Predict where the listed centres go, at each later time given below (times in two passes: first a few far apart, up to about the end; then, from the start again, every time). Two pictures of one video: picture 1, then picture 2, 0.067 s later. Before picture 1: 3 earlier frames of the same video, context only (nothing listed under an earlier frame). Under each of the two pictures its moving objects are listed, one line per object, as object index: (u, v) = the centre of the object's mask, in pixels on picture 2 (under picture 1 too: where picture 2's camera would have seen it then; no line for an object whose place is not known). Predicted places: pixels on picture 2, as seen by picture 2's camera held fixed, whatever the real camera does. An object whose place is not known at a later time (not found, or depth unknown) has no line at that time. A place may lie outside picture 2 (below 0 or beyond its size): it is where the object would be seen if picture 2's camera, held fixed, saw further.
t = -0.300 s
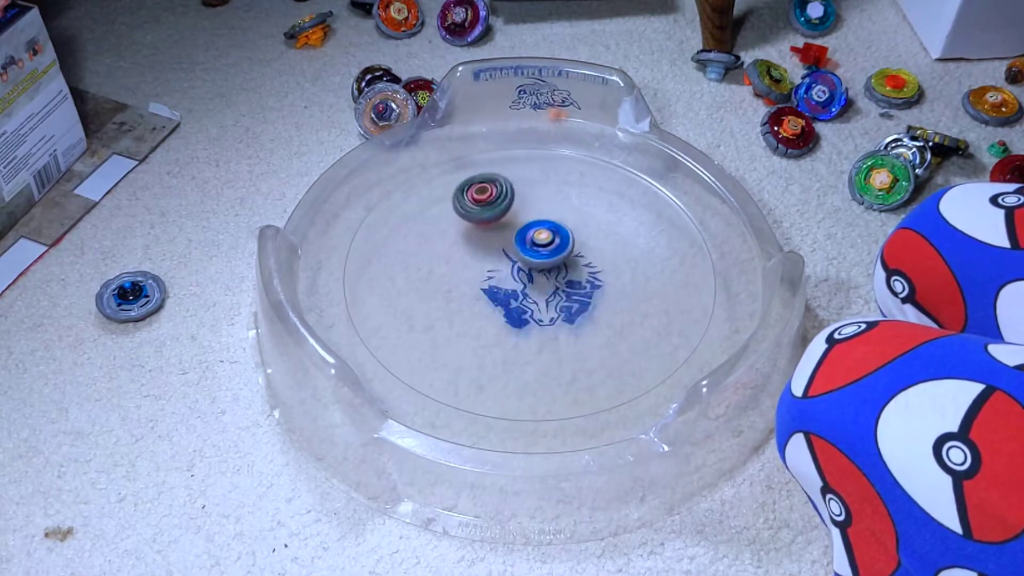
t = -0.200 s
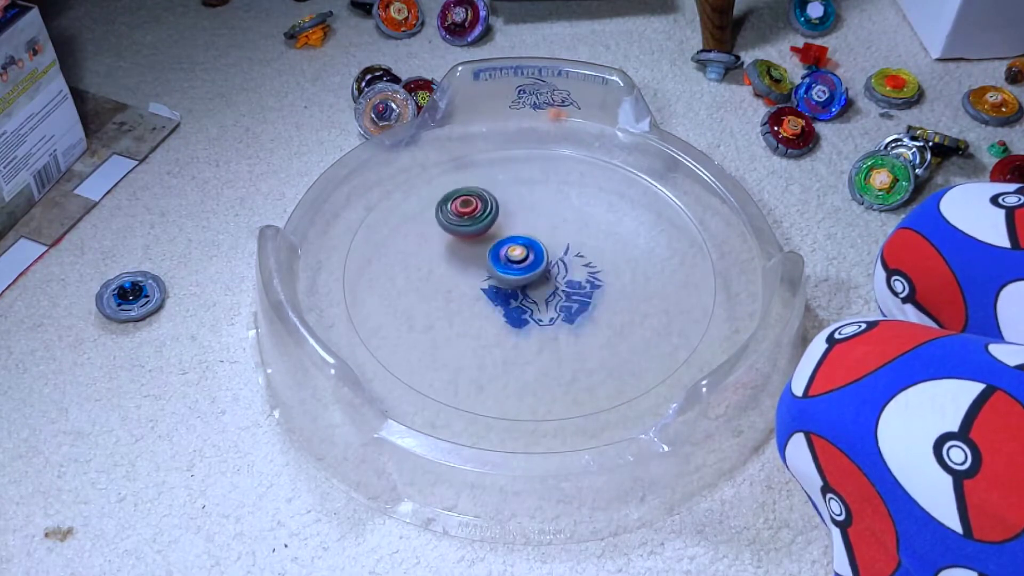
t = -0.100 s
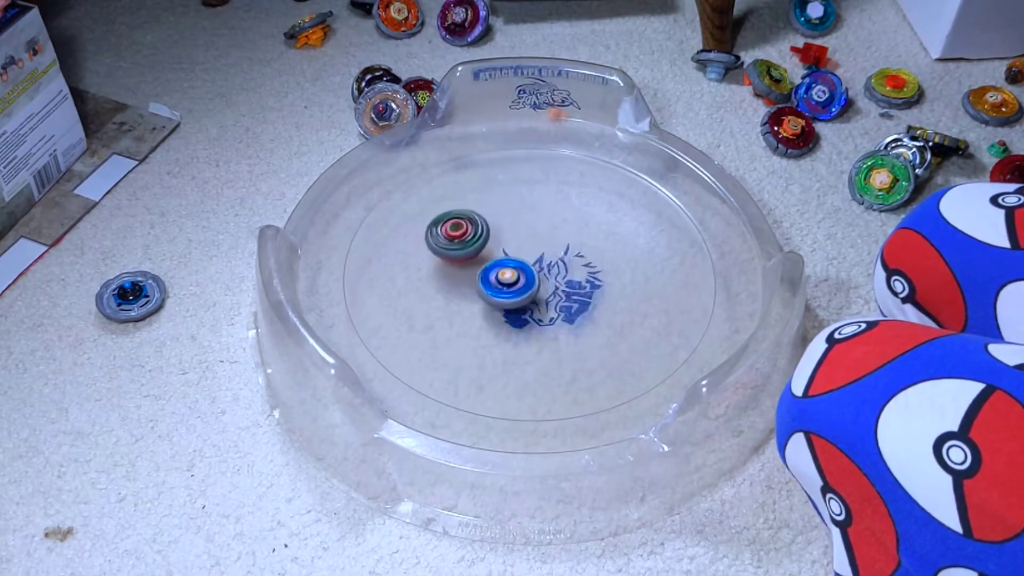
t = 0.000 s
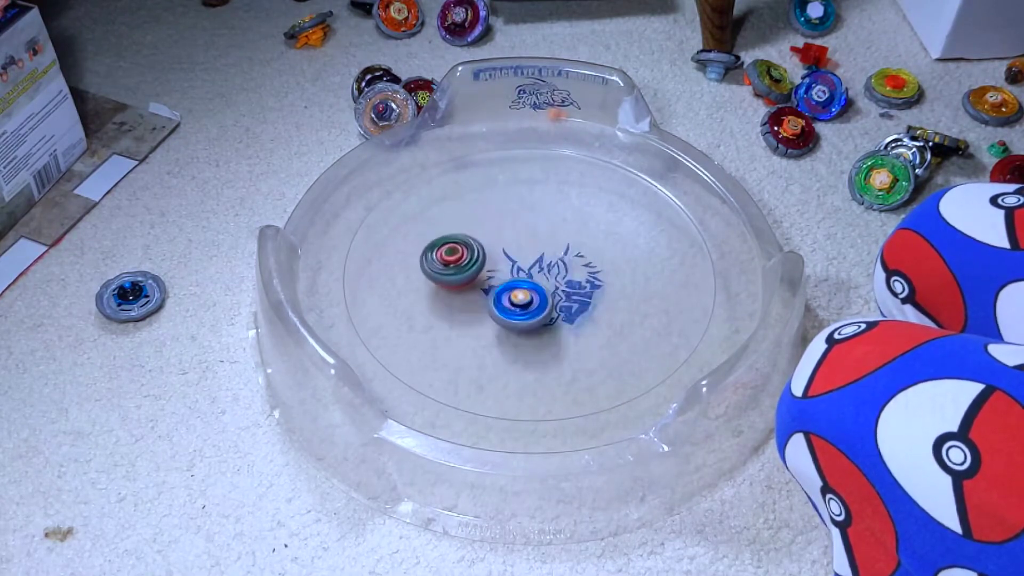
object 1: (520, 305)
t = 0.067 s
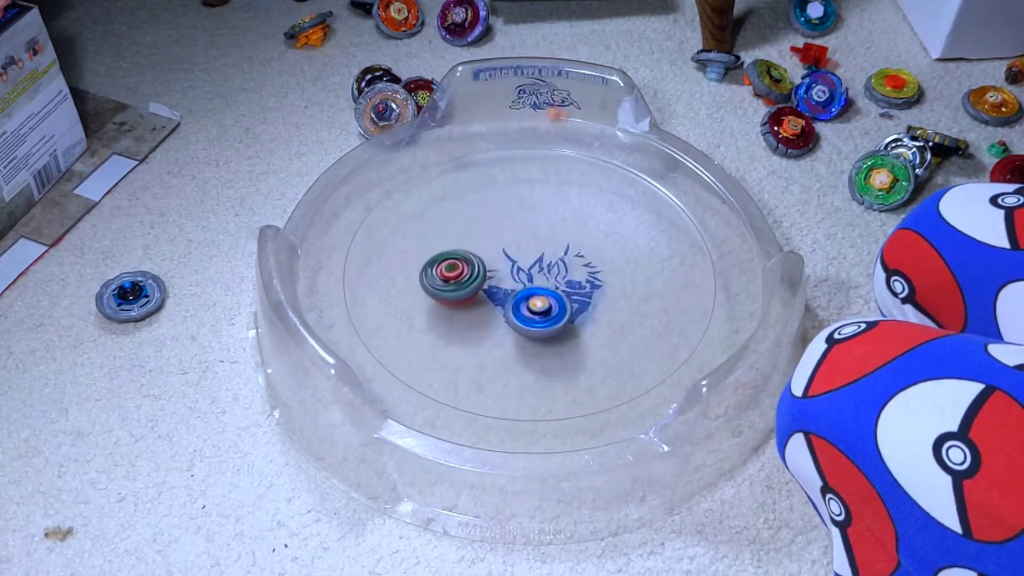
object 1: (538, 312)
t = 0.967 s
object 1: (538, 280)
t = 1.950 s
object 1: (517, 287)
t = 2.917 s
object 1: (533, 267)
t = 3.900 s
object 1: (554, 273)
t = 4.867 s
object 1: (526, 268)
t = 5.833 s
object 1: (553, 286)
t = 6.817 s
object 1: (536, 304)
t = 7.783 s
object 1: (532, 248)
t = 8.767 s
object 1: (535, 271)
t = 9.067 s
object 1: (538, 296)
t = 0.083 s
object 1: (543, 313)
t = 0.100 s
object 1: (549, 313)
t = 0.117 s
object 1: (554, 312)
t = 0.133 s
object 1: (559, 311)
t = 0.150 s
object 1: (563, 309)
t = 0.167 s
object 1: (567, 306)
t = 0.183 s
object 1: (571, 303)
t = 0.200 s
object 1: (574, 300)
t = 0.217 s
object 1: (575, 297)
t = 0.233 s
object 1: (576, 292)
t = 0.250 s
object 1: (576, 288)
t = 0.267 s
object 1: (575, 284)
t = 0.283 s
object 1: (574, 280)
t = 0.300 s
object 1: (573, 277)
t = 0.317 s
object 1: (570, 273)
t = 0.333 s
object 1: (566, 270)
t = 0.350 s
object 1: (563, 266)
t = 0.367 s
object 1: (559, 264)
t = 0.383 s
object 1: (555, 261)
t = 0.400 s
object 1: (549, 259)
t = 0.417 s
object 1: (544, 258)
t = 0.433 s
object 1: (539, 257)
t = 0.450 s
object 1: (533, 255)
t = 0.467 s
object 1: (527, 255)
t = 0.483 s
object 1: (522, 255)
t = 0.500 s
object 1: (516, 256)
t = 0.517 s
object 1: (511, 256)
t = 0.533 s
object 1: (505, 257)
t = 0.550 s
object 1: (500, 258)
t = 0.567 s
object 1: (496, 260)
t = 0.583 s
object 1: (492, 263)
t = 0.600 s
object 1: (489, 266)
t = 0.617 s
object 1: (487, 269)
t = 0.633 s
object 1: (485, 273)
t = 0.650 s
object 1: (483, 276)
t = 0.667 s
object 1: (482, 280)
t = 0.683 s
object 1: (482, 284)
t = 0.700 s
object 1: (483, 288)
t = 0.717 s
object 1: (485, 291)
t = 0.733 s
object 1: (488, 295)
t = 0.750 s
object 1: (491, 297)
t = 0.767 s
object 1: (495, 300)
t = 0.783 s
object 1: (499, 302)
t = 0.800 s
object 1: (504, 302)
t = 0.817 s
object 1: (508, 301)
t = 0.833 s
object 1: (512, 298)
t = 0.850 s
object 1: (513, 297)
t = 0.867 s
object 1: (516, 293)
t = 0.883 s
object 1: (520, 291)
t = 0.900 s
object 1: (523, 289)
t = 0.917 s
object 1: (526, 288)
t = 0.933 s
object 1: (530, 285)
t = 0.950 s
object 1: (534, 283)
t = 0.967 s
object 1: (538, 280)
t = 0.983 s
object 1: (540, 277)
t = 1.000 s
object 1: (542, 274)
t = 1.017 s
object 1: (544, 270)
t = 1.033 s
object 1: (546, 266)
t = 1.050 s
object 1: (546, 263)
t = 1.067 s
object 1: (548, 259)
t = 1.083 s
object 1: (547, 255)
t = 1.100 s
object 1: (547, 251)
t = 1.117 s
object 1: (545, 248)
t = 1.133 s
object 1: (543, 244)
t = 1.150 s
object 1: (541, 241)
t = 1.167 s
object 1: (539, 239)
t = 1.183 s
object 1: (537, 237)
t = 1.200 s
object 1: (533, 234)
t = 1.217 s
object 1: (529, 233)
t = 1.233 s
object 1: (525, 232)
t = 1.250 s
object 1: (522, 231)
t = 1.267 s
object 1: (518, 232)
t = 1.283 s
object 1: (514, 232)
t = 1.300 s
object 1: (511, 233)
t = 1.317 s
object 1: (507, 234)
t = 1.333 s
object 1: (504, 237)
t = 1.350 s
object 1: (502, 239)
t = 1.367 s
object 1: (501, 243)
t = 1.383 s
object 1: (499, 246)
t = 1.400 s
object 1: (499, 249)
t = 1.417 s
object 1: (499, 254)
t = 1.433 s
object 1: (500, 258)
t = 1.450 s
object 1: (503, 261)
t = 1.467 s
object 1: (505, 265)
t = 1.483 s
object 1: (508, 267)
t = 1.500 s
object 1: (512, 270)
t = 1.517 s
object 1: (516, 273)
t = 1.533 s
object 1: (520, 275)
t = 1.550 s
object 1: (526, 277)
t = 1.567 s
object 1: (530, 278)
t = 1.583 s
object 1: (535, 279)
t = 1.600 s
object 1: (540, 281)
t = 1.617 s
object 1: (545, 280)
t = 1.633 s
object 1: (550, 281)
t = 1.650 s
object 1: (555, 280)
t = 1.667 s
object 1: (559, 279)
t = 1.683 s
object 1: (564, 278)
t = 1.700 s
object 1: (558, 278)
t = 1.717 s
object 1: (552, 277)
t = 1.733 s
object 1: (547, 276)
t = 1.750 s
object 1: (543, 276)
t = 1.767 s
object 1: (540, 275)
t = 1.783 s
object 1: (538, 275)
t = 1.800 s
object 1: (535, 275)
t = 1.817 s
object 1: (531, 276)
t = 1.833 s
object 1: (527, 277)
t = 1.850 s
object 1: (525, 278)
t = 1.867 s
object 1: (522, 279)
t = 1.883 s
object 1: (520, 280)
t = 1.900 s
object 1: (518, 282)
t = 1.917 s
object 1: (517, 284)
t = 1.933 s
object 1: (516, 286)
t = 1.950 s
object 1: (517, 287)
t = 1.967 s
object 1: (517, 289)
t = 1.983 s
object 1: (517, 290)
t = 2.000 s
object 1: (518, 291)
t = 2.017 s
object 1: (518, 292)
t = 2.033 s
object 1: (519, 292)
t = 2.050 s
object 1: (520, 293)
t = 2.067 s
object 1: (521, 293)
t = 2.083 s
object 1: (522, 293)
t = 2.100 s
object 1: (523, 294)
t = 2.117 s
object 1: (524, 294)
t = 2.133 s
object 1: (526, 293)
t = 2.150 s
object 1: (527, 293)
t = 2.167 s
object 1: (528, 292)
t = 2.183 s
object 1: (529, 291)
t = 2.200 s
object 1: (530, 290)
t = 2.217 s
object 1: (532, 288)
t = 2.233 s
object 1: (534, 287)
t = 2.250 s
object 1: (535, 285)
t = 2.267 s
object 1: (535, 283)
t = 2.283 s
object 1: (535, 281)
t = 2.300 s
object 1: (536, 279)
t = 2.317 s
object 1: (535, 276)
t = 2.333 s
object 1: (534, 274)
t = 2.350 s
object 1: (532, 272)
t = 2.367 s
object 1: (530, 270)
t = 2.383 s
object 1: (528, 268)
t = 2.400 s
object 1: (526, 267)
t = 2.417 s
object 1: (522, 265)
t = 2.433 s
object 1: (519, 264)
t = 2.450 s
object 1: (517, 263)
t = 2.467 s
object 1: (514, 263)
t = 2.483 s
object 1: (511, 262)
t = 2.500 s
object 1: (508, 262)
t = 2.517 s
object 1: (506, 262)
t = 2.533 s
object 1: (505, 262)
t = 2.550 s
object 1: (504, 263)
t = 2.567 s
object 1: (503, 264)
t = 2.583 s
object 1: (502, 265)
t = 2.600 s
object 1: (502, 266)
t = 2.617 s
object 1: (502, 268)
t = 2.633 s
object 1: (502, 269)
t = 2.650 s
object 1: (503, 270)
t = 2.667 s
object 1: (504, 272)
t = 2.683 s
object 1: (506, 272)
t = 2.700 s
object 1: (508, 273)
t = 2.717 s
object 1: (510, 274)
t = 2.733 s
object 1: (512, 274)
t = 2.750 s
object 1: (515, 274)
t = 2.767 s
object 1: (517, 275)
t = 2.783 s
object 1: (520, 275)
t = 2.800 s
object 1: (523, 275)
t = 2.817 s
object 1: (526, 273)
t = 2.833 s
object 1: (527, 273)
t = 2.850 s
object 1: (528, 271)
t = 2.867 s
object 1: (530, 271)
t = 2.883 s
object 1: (531, 270)
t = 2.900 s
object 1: (532, 269)
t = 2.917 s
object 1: (533, 267)
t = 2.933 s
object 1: (535, 267)
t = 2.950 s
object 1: (536, 266)
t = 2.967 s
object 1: (536, 265)
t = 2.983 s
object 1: (537, 263)
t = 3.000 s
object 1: (537, 262)
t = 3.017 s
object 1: (538, 261)
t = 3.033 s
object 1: (538, 261)
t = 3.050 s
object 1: (538, 260)
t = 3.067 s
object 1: (538, 259)
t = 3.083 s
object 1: (538, 258)
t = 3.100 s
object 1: (538, 258)
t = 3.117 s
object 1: (538, 257)
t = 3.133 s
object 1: (538, 257)
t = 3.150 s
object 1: (537, 256)
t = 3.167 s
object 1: (537, 256)
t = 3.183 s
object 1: (536, 255)
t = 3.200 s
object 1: (536, 255)
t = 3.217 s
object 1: (536, 256)
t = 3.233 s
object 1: (535, 255)
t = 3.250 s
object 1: (535, 256)
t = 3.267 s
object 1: (535, 256)
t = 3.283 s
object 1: (534, 257)
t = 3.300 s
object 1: (534, 257)
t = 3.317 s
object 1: (534, 258)
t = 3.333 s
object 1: (534, 259)
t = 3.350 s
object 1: (533, 259)
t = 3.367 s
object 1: (533, 260)
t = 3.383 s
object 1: (533, 261)
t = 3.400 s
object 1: (533, 262)
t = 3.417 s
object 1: (533, 263)
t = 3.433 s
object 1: (534, 265)
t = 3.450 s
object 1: (535, 266)
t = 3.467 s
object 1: (536, 268)
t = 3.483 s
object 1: (536, 269)
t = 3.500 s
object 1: (537, 270)
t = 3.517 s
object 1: (538, 271)
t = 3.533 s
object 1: (539, 272)
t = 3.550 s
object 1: (540, 273)
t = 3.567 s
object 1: (542, 274)
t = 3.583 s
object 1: (543, 274)
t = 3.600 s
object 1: (544, 275)
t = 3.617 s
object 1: (545, 275)
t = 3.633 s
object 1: (546, 276)
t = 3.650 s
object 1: (547, 276)
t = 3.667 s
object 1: (548, 277)
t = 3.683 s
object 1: (549, 277)
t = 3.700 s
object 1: (550, 277)
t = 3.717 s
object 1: (551, 278)
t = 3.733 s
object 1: (552, 278)
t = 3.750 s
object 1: (553, 277)
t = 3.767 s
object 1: (554, 277)
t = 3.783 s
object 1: (554, 277)
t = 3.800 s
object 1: (554, 276)
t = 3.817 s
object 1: (555, 276)
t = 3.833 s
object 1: (555, 276)
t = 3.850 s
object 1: (555, 275)
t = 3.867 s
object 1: (555, 275)
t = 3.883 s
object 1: (555, 274)
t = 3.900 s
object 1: (554, 273)
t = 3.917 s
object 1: (554, 272)
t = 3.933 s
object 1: (553, 271)
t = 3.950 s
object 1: (551, 270)
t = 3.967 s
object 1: (550, 270)
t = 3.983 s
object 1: (549, 270)
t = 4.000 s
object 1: (548, 270)
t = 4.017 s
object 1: (547, 270)
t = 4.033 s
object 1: (545, 270)
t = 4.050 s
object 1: (544, 271)
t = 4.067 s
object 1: (543, 270)
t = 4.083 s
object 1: (542, 270)
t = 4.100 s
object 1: (541, 271)
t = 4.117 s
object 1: (539, 271)
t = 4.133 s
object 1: (538, 272)
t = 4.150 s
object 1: (536, 272)
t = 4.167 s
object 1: (534, 273)
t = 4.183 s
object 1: (534, 273)
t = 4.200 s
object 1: (531, 274)
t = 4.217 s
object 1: (530, 275)
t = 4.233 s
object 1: (529, 276)
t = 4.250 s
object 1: (528, 277)
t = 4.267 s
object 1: (527, 278)
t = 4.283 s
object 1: (527, 279)
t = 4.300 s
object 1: (526, 280)
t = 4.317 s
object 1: (526, 281)
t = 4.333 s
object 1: (527, 283)
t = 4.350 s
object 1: (527, 283)
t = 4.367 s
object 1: (528, 284)
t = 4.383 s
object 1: (528, 284)
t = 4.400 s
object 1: (529, 285)
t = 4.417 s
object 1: (530, 285)
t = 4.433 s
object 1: (530, 286)
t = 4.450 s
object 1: (531, 286)
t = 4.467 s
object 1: (532, 286)
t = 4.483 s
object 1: (532, 286)
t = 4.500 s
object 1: (534, 286)
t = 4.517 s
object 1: (534, 285)
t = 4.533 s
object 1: (535, 285)
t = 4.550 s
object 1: (536, 284)
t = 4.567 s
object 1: (537, 284)
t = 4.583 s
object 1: (537, 283)
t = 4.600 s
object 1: (539, 282)
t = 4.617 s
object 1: (539, 281)
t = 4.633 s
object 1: (539, 280)
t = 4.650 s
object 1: (540, 278)
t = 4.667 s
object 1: (539, 277)
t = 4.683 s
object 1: (538, 275)
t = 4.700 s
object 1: (538, 275)
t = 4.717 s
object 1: (537, 273)
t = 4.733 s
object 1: (536, 272)
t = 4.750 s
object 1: (534, 272)
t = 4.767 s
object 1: (533, 271)
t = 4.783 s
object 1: (532, 270)
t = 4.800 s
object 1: (531, 270)
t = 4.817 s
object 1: (530, 269)
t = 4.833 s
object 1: (528, 269)
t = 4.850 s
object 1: (527, 268)
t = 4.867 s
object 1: (526, 268)
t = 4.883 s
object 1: (525, 268)
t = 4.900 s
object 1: (523, 268)
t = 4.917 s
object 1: (522, 268)
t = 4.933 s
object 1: (521, 267)
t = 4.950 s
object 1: (520, 268)
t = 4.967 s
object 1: (519, 268)
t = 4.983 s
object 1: (517, 268)
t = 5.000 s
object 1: (516, 269)
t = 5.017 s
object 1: (515, 269)
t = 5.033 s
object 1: (515, 269)
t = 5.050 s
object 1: (514, 270)
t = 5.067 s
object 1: (514, 270)
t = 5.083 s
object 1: (514, 271)
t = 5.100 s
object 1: (514, 272)
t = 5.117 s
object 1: (515, 272)
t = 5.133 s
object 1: (515, 273)
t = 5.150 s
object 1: (516, 274)
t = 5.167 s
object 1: (517, 275)
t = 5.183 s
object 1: (518, 275)
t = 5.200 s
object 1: (519, 276)
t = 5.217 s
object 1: (521, 276)
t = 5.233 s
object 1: (522, 277)
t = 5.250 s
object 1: (523, 276)
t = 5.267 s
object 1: (525, 276)
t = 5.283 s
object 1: (526, 276)
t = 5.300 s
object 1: (527, 276)
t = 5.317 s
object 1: (529, 276)
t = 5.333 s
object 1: (530, 275)
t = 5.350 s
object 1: (531, 275)
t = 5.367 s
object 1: (532, 275)
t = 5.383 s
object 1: (534, 274)
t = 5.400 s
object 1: (535, 273)
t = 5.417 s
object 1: (536, 273)
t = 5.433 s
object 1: (536, 272)
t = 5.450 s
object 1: (538, 272)
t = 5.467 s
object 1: (539, 271)
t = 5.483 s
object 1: (539, 270)
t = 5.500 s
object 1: (539, 269)
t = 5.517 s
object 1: (540, 269)
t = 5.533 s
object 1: (540, 268)
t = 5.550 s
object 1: (541, 267)
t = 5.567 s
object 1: (541, 267)
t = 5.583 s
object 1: (541, 266)
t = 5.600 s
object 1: (541, 266)
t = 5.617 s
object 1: (541, 265)
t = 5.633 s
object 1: (541, 265)
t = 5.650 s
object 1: (541, 265)
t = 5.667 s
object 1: (541, 264)
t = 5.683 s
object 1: (541, 264)
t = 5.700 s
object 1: (540, 264)
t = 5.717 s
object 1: (540, 264)
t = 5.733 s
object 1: (540, 263)
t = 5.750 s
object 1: (540, 264)
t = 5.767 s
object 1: (542, 268)
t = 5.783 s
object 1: (544, 275)
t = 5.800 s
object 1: (548, 279)
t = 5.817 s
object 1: (551, 283)
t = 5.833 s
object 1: (553, 286)
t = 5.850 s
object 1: (556, 289)
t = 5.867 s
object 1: (559, 291)
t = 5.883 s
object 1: (561, 293)
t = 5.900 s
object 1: (565, 295)
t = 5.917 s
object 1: (567, 297)
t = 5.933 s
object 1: (570, 298)
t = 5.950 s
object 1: (573, 299)
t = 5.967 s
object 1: (576, 300)
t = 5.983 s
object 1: (579, 301)
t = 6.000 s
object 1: (582, 302)
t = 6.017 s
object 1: (585, 302)
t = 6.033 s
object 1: (588, 302)
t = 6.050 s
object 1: (590, 301)
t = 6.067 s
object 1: (593, 300)
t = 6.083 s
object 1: (595, 299)
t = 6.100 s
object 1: (595, 297)
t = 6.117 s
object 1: (595, 296)
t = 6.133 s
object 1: (595, 294)
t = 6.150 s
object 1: (594, 293)
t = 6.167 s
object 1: (593, 291)
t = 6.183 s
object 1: (592, 290)
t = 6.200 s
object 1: (589, 289)
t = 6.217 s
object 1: (586, 287)
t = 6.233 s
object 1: (583, 286)
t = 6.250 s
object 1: (580, 285)
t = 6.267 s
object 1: (576, 283)
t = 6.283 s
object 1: (572, 282)
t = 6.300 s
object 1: (569, 282)
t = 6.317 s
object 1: (565, 281)
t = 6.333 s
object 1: (561, 281)
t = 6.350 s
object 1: (557, 280)
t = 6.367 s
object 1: (553, 280)
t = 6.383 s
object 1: (548, 279)
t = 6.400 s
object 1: (544, 279)
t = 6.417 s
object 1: (541, 279)
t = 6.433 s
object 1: (537, 279)
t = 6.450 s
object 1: (532, 279)
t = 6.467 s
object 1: (531, 280)
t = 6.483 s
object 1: (535, 285)
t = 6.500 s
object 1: (539, 288)
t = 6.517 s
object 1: (542, 292)
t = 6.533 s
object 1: (542, 294)
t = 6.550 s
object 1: (541, 296)
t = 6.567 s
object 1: (541, 297)
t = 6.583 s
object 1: (541, 298)
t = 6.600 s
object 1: (540, 300)
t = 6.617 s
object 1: (539, 301)
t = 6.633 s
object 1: (539, 302)
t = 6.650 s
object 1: (539, 303)
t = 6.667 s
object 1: (538, 304)
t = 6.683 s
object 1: (537, 304)
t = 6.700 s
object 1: (537, 304)
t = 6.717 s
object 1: (537, 305)
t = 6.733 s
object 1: (537, 305)
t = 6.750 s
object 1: (536, 305)
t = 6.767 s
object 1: (536, 305)
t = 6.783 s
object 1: (536, 304)
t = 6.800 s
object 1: (536, 304)
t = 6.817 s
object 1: (536, 304)
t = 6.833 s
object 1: (535, 303)
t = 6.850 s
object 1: (535, 303)
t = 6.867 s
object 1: (535, 301)
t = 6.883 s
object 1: (534, 300)
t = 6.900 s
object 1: (533, 299)
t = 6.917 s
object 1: (533, 298)
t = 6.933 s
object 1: (532, 296)
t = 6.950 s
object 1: (531, 295)
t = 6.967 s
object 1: (530, 294)
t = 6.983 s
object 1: (528, 291)
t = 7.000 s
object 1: (527, 290)
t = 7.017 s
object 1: (526, 288)
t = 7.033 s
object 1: (524, 286)
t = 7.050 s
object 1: (523, 284)
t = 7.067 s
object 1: (521, 282)
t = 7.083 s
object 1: (519, 281)
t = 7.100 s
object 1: (517, 279)
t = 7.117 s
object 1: (515, 277)
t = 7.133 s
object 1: (514, 276)
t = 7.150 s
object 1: (512, 274)
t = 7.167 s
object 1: (510, 272)
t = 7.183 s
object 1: (508, 271)
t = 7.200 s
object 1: (507, 270)
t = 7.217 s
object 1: (506, 268)
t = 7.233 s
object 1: (503, 267)
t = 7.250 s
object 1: (502, 266)
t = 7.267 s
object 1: (500, 266)
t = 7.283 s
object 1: (499, 265)
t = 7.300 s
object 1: (497, 264)
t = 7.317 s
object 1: (496, 264)
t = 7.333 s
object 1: (495, 264)
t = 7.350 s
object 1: (494, 264)
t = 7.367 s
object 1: (494, 264)
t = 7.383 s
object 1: (494, 264)
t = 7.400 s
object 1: (495, 265)
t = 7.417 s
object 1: (495, 264)
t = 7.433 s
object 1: (496, 265)
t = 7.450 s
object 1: (496, 265)
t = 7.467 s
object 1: (498, 265)
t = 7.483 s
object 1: (499, 265)
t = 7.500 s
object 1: (502, 265)
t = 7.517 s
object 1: (503, 265)
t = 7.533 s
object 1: (505, 265)
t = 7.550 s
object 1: (507, 264)
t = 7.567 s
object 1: (510, 263)
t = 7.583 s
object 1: (512, 263)
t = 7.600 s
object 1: (514, 261)
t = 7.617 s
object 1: (516, 260)
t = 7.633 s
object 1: (518, 259)
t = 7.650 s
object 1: (519, 258)
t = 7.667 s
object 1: (521, 256)
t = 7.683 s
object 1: (523, 255)
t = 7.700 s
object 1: (525, 254)
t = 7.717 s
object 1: (527, 253)
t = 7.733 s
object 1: (528, 252)
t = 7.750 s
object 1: (529, 250)
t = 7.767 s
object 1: (531, 250)
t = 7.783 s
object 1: (532, 248)
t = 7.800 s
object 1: (533, 247)
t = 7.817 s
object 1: (533, 247)
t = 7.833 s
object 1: (533, 246)
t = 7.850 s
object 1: (534, 246)
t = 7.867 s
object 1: (534, 246)
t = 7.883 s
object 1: (534, 246)
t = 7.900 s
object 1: (534, 246)
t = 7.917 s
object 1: (535, 246)
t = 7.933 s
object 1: (535, 246)
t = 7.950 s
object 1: (535, 246)
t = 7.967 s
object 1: (535, 247)
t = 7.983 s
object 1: (535, 248)
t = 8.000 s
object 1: (535, 249)
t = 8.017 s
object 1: (536, 249)
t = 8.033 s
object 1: (536, 251)
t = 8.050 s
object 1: (537, 252)
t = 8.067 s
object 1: (538, 253)
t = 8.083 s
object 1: (539, 254)
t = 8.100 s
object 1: (540, 256)
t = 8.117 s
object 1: (541, 258)
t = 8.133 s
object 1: (542, 259)
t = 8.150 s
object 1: (544, 261)
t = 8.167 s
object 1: (545, 262)
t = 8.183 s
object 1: (547, 263)
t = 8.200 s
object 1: (549, 265)
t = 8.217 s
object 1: (550, 266)
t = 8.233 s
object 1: (551, 267)
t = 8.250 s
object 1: (552, 268)
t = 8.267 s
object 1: (554, 269)
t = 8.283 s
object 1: (556, 269)
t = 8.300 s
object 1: (557, 268)
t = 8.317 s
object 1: (559, 266)
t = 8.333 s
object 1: (561, 266)
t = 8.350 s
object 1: (562, 264)
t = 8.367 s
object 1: (563, 263)
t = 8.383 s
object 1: (564, 262)
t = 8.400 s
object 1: (564, 260)
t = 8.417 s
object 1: (564, 259)
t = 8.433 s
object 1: (564, 258)
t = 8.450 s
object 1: (564, 257)
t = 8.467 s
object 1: (563, 257)
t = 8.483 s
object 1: (562, 256)
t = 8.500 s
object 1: (561, 256)
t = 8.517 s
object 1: (559, 256)
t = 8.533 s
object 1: (557, 255)
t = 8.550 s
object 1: (555, 255)
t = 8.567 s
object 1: (553, 255)
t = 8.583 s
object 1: (551, 256)
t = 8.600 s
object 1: (550, 256)
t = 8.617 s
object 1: (548, 257)
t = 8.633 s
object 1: (546, 258)
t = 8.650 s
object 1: (544, 260)
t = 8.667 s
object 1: (543, 261)
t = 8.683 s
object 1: (541, 263)
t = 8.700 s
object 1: (540, 264)
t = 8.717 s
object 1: (539, 265)
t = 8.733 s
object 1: (538, 267)
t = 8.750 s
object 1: (536, 269)
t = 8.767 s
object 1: (535, 271)
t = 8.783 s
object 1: (534, 272)
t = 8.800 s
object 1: (534, 273)
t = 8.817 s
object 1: (533, 276)
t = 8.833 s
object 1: (532, 278)
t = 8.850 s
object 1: (532, 279)
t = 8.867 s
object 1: (531, 280)
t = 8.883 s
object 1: (532, 282)
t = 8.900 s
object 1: (532, 284)
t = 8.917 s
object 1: (531, 286)
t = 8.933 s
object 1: (532, 286)
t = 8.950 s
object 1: (532, 288)
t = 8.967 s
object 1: (533, 290)
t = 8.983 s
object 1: (533, 291)
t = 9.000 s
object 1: (534, 292)
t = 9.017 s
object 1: (535, 294)
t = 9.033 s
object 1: (536, 295)
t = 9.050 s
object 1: (537, 295)
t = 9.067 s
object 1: (538, 296)
